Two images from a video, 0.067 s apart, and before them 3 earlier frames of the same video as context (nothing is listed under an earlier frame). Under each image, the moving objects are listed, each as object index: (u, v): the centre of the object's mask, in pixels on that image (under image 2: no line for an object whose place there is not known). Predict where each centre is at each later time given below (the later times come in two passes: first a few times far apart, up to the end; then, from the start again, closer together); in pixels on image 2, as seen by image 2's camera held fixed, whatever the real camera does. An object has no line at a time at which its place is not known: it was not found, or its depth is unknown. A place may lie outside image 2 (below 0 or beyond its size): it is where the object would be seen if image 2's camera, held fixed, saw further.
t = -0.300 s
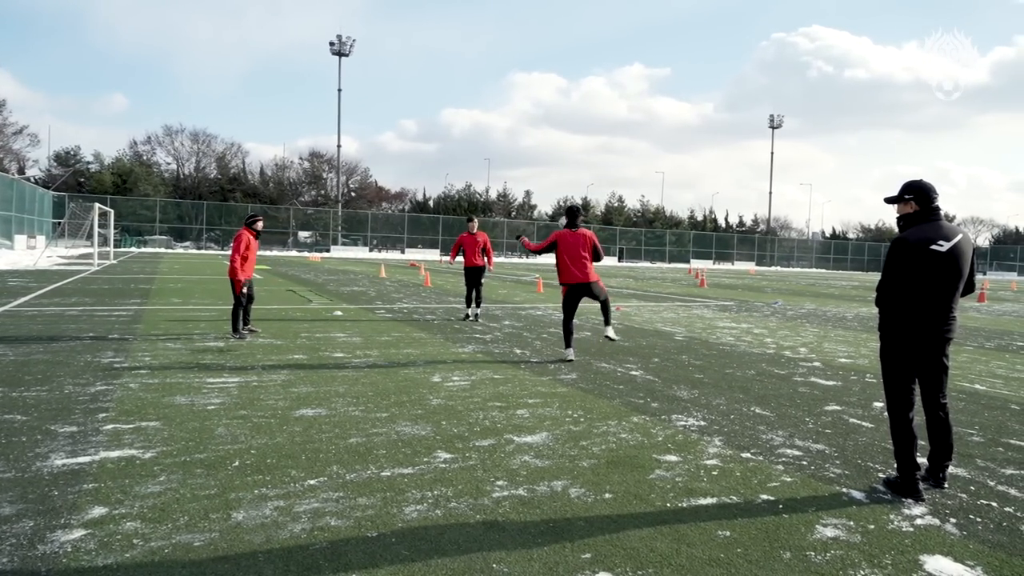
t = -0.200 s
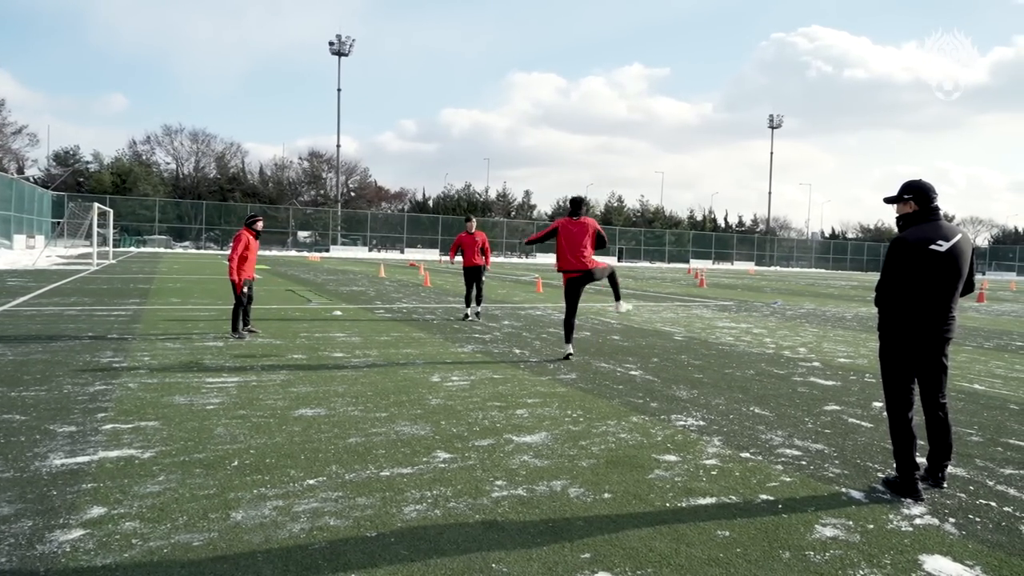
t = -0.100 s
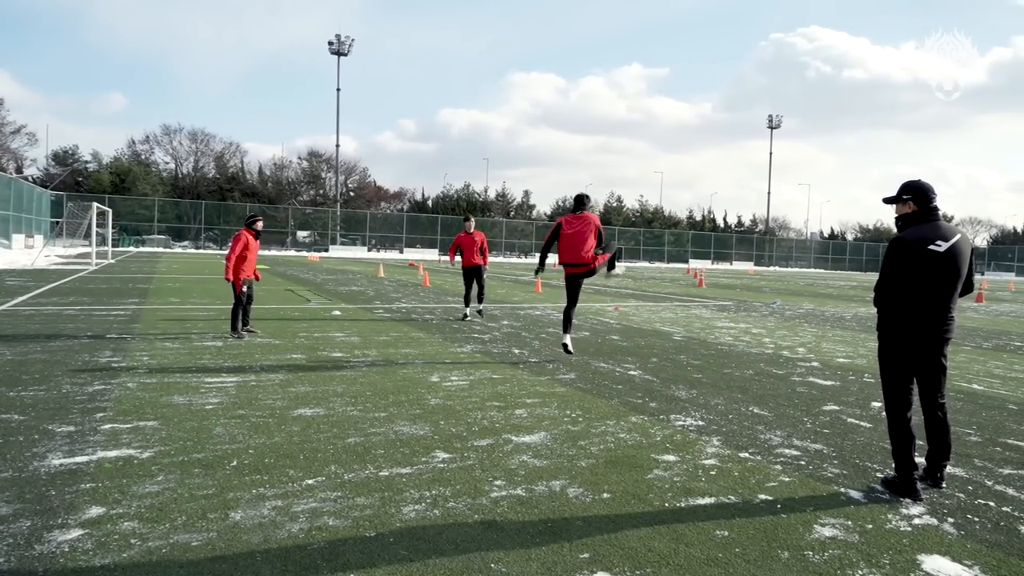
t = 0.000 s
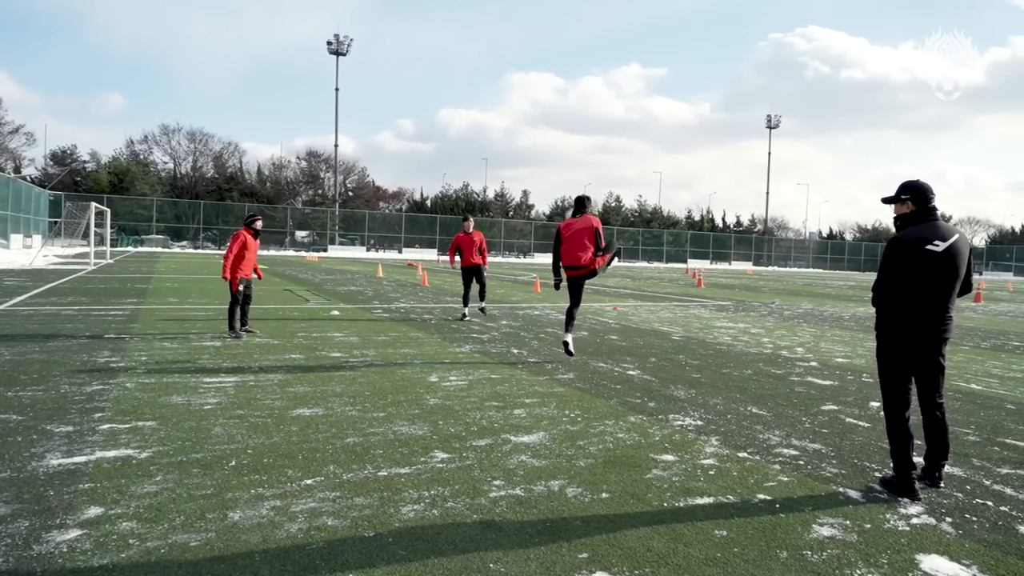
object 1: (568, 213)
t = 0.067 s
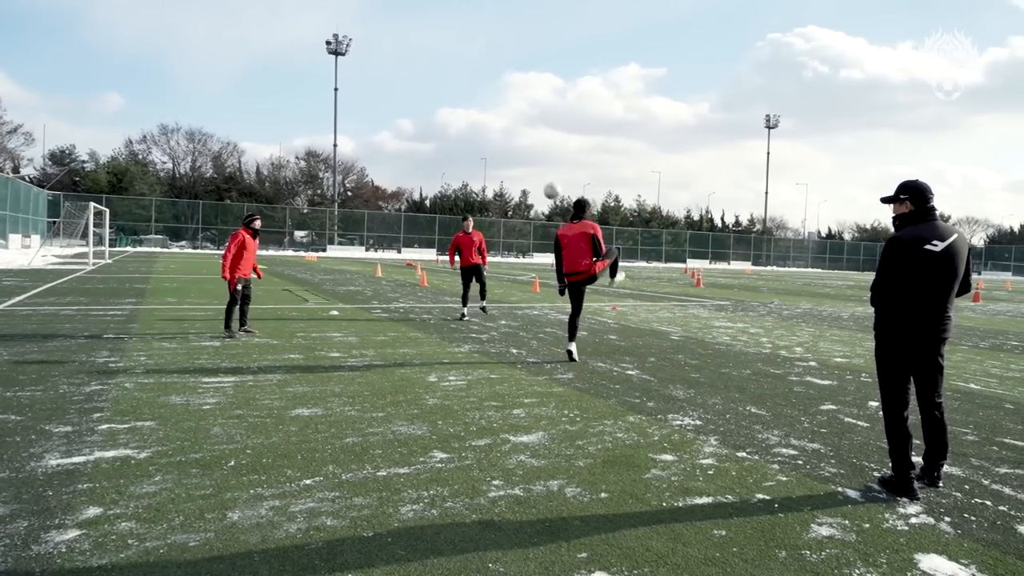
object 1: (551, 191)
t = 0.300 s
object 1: (477, 127)
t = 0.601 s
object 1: (383, 106)
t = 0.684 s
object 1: (356, 113)
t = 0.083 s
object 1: (546, 185)
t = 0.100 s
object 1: (541, 179)
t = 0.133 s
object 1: (530, 168)
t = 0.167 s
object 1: (519, 158)
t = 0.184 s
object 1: (514, 153)
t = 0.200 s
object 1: (509, 149)
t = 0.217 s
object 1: (504, 144)
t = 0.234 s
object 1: (499, 140)
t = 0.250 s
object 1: (493, 136)
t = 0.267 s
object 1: (488, 133)
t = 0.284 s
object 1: (482, 130)
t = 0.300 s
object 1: (477, 127)
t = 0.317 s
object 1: (472, 123)
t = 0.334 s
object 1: (467, 121)
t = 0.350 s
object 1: (461, 118)
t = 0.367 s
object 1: (455, 116)
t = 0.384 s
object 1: (450, 114)
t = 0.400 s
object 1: (445, 112)
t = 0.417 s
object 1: (440, 110)
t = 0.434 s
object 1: (434, 109)
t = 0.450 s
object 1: (430, 108)
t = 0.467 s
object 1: (425, 106)
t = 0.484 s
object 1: (420, 106)
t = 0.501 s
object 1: (414, 105)
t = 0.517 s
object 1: (409, 105)
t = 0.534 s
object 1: (403, 105)
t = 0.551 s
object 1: (398, 105)
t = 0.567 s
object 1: (393, 105)
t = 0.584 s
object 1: (388, 105)
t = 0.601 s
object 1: (383, 106)
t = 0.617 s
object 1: (377, 107)
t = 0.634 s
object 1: (372, 108)
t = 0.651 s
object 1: (367, 109)
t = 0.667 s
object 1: (362, 111)
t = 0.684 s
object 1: (356, 113)
